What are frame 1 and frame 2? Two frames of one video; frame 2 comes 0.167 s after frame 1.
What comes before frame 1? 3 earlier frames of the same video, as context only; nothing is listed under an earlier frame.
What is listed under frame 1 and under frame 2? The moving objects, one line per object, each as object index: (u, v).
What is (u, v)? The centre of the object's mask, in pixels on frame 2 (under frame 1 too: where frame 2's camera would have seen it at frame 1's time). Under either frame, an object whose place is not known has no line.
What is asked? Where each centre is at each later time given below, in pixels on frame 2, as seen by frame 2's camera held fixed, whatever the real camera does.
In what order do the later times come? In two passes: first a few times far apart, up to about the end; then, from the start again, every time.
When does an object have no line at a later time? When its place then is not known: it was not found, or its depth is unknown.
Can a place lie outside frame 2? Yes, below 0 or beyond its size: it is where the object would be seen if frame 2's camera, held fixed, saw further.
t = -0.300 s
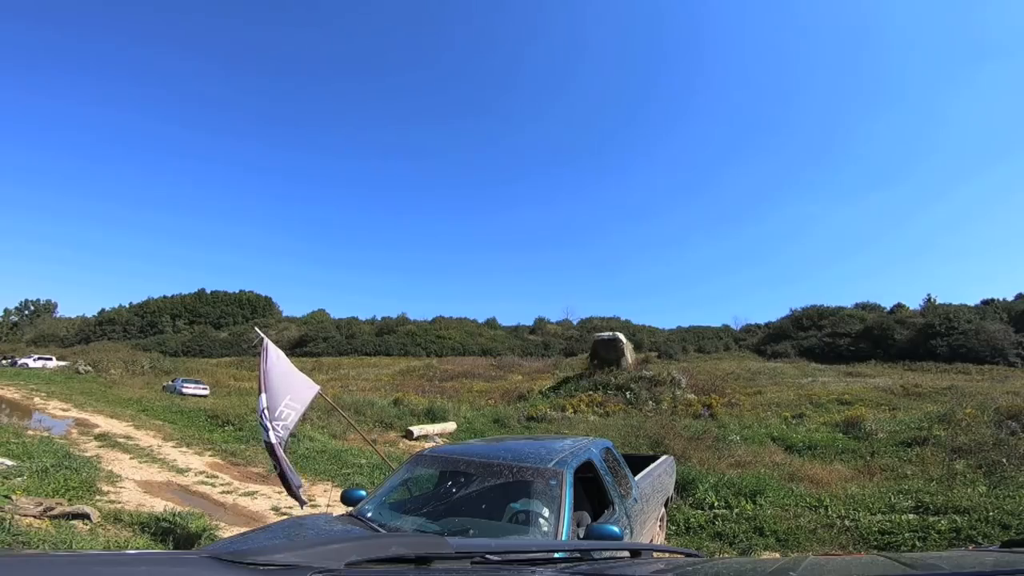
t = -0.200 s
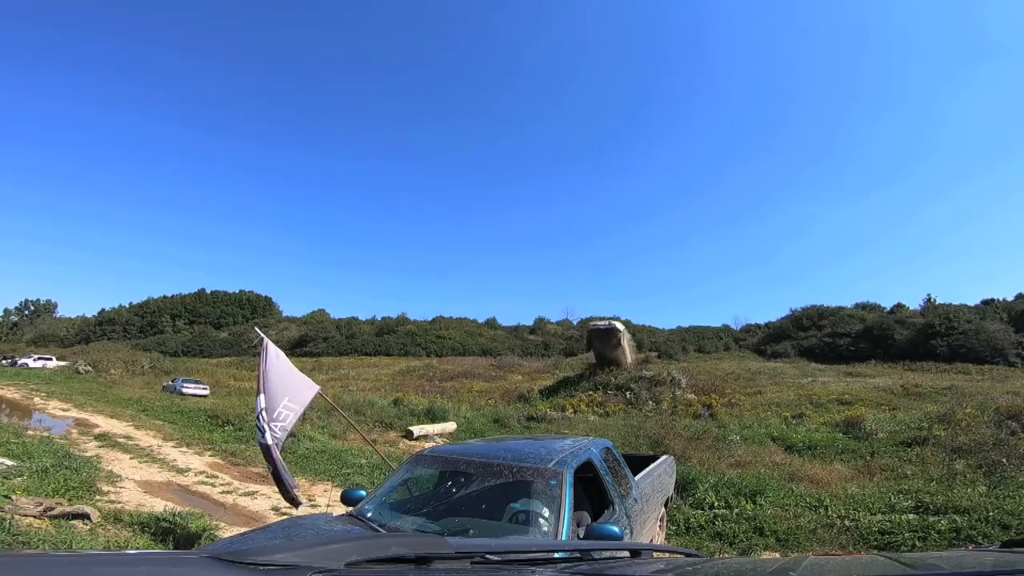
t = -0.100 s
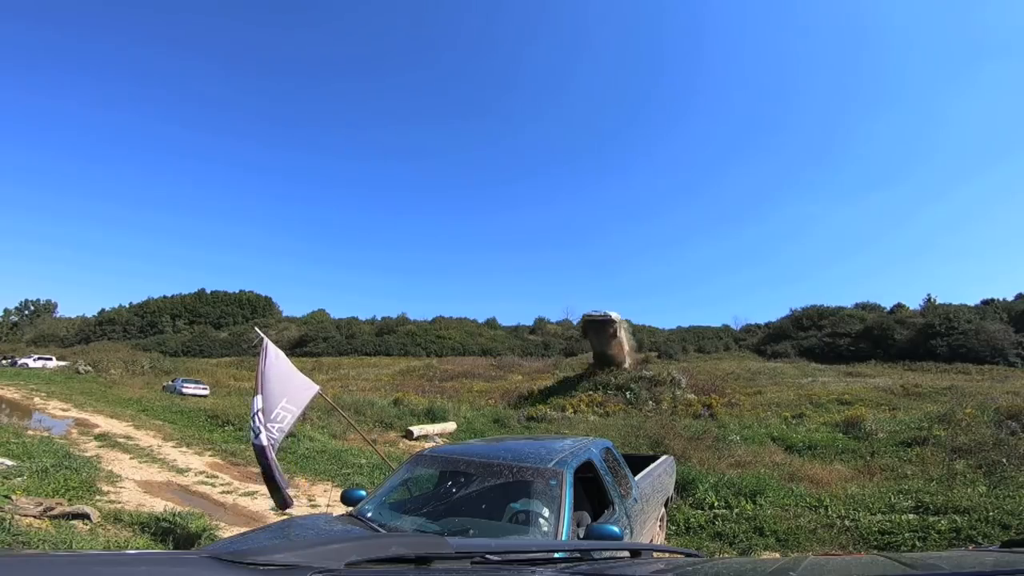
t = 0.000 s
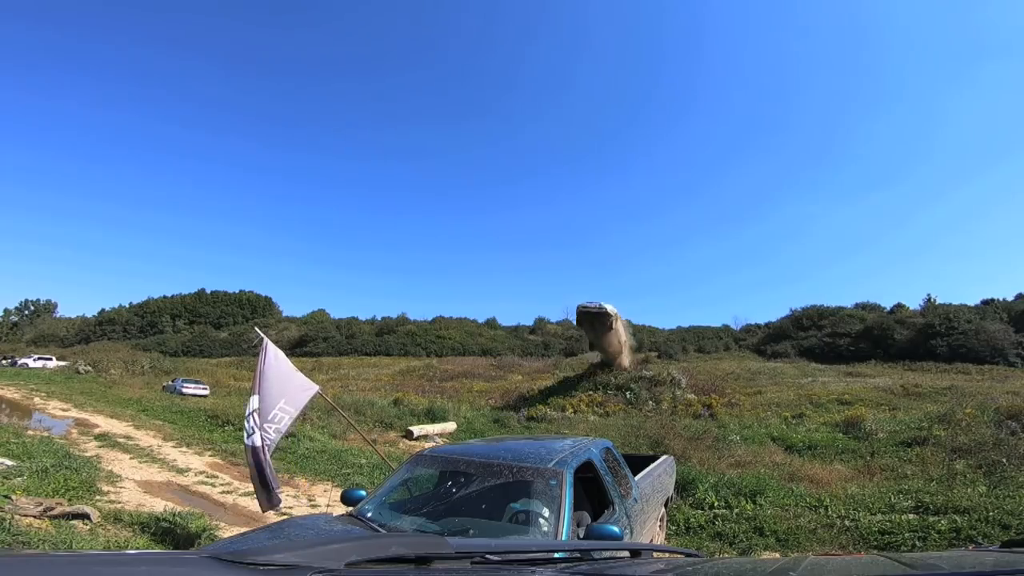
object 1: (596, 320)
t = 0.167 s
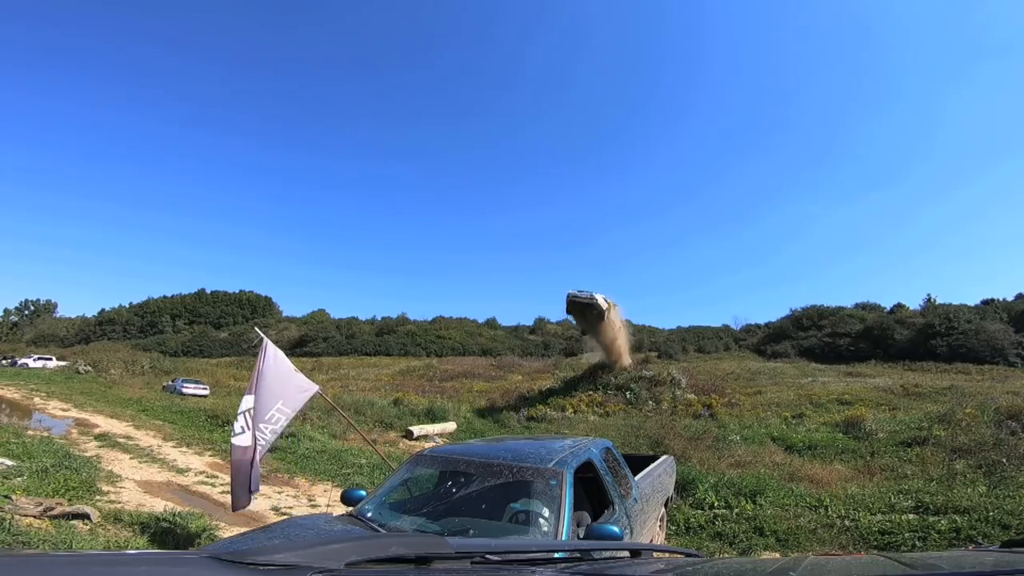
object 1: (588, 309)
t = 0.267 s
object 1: (583, 304)
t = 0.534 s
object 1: (566, 298)
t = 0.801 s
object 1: (545, 314)
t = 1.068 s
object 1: (515, 359)
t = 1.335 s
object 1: (479, 400)
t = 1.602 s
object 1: (442, 407)
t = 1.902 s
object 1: (381, 444)
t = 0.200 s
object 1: (586, 307)
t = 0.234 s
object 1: (584, 306)
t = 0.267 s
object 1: (583, 304)
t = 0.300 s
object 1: (581, 303)
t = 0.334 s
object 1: (579, 302)
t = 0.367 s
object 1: (577, 300)
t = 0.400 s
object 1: (575, 299)
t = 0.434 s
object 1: (573, 299)
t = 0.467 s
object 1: (571, 298)
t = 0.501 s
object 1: (569, 298)
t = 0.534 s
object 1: (566, 298)
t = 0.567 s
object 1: (564, 299)
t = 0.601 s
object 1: (562, 300)
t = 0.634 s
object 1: (559, 300)
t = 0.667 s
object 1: (557, 302)
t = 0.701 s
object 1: (554, 303)
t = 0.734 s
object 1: (552, 306)
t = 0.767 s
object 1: (549, 309)
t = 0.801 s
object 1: (545, 314)
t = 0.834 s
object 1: (542, 317)
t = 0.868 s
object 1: (539, 321)
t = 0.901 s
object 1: (535, 325)
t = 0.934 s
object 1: (532, 331)
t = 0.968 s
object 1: (529, 336)
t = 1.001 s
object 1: (524, 343)
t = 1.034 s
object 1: (520, 350)
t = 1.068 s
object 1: (515, 359)
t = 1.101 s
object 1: (511, 369)
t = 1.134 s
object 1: (506, 375)
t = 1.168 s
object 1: (500, 382)
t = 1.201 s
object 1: (499, 389)
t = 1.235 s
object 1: (497, 393)
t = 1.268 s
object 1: (492, 398)
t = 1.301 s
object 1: (484, 399)
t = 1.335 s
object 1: (479, 400)
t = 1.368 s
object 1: (474, 401)
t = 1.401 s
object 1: (470, 402)
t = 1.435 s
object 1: (465, 402)
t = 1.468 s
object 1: (460, 403)
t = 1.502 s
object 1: (455, 403)
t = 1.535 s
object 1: (451, 405)
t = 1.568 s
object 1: (446, 406)
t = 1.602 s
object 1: (442, 407)
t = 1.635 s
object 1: (420, 423)
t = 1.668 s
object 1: (416, 424)
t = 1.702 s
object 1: (413, 425)
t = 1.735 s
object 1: (409, 427)
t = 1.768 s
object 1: (401, 433)
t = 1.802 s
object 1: (397, 435)
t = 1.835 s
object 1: (394, 437)
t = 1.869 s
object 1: (387, 441)
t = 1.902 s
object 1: (381, 444)
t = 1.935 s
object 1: (376, 446)
